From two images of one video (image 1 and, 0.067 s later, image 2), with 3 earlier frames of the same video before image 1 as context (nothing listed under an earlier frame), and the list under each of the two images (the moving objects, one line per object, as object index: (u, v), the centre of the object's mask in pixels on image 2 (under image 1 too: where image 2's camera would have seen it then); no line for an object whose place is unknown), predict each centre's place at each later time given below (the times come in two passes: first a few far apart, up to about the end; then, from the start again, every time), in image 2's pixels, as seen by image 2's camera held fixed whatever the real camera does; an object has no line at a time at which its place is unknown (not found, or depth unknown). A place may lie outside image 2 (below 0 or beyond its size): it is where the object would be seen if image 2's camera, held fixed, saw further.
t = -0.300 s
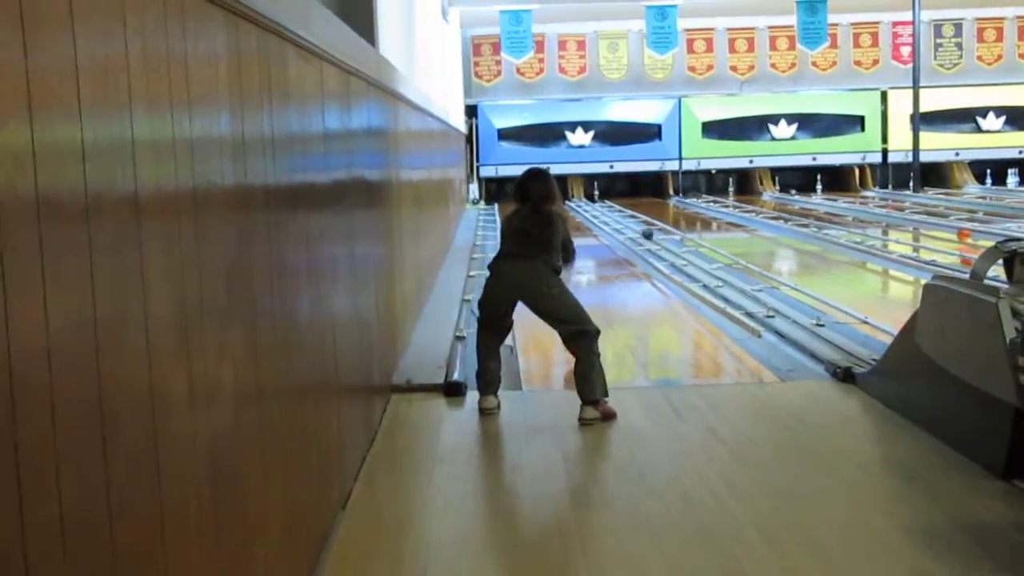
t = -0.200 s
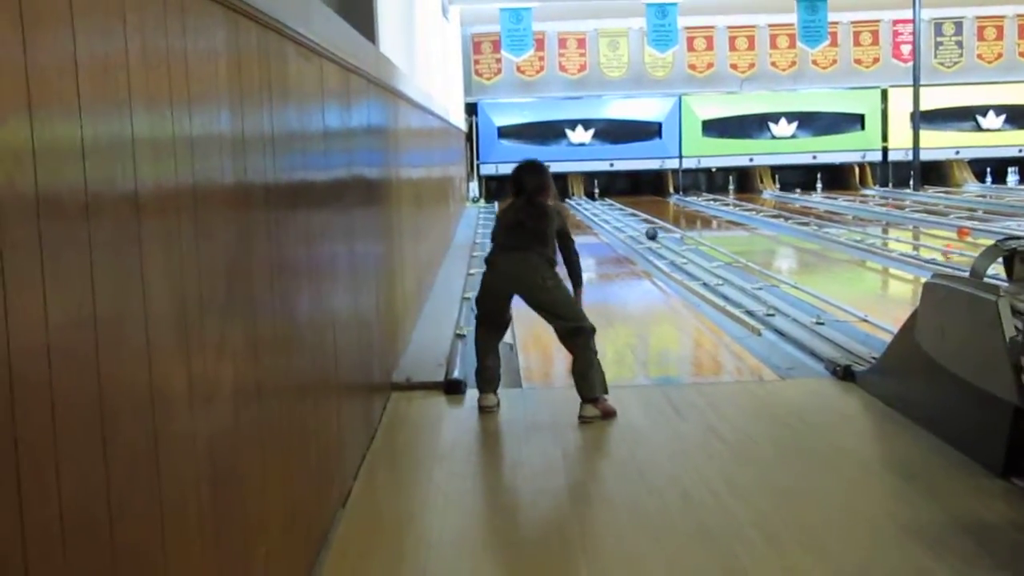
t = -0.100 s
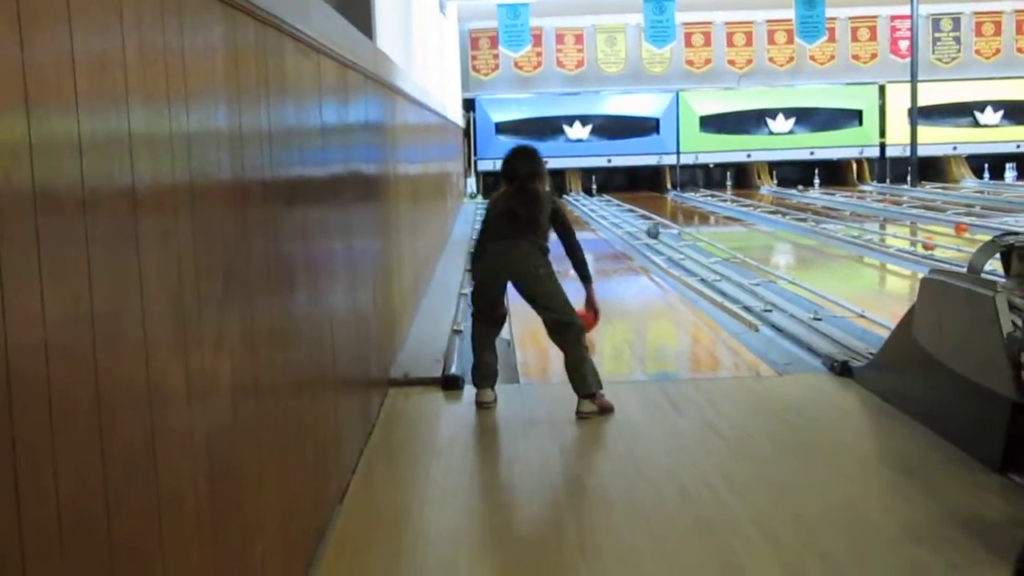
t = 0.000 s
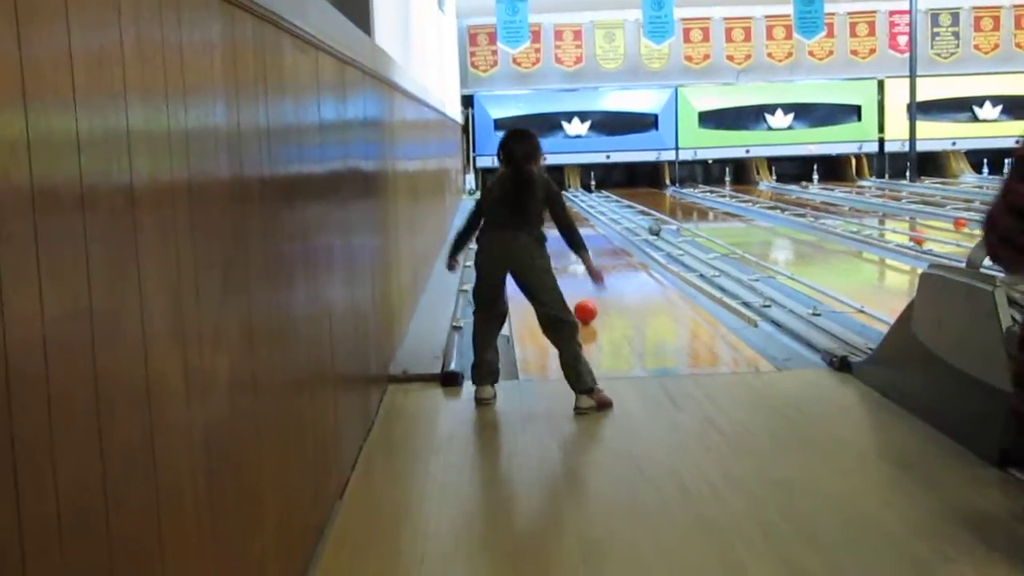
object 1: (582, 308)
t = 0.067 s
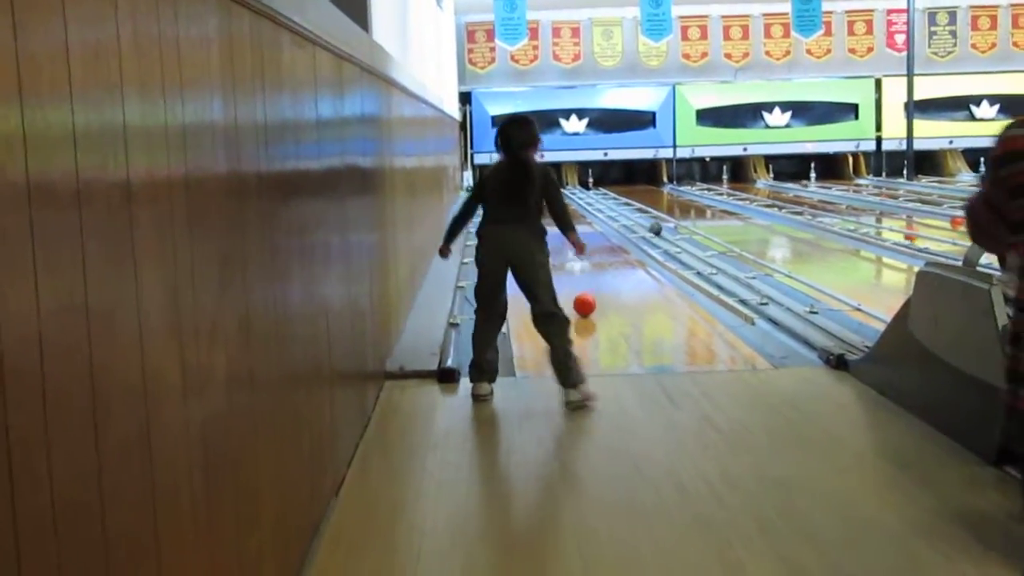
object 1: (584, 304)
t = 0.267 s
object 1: (590, 293)
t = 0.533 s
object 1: (597, 279)
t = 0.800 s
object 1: (603, 267)
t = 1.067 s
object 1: (608, 257)
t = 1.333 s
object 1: (611, 251)
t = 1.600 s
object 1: (615, 243)
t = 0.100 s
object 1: (585, 303)
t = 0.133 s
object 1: (586, 301)
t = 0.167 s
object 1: (587, 299)
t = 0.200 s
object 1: (588, 297)
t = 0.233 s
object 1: (589, 295)
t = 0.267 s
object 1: (590, 293)
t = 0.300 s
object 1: (591, 291)
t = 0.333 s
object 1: (592, 289)
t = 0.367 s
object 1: (593, 287)
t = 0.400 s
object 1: (594, 285)
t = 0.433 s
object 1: (594, 284)
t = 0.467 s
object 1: (595, 283)
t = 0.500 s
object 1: (596, 281)
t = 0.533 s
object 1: (597, 279)
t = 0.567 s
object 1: (598, 278)
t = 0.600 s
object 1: (598, 277)
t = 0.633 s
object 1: (599, 275)
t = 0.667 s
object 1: (600, 272)
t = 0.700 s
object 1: (601, 271)
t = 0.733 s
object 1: (601, 271)
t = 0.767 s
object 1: (602, 269)
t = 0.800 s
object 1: (603, 267)
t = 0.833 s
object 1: (603, 266)
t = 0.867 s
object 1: (604, 265)
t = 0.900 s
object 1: (605, 263)
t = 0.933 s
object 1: (605, 262)
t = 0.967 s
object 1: (606, 261)
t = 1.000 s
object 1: (606, 260)
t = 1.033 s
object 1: (607, 258)
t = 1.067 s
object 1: (608, 257)
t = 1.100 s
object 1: (608, 257)
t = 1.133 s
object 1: (608, 255)
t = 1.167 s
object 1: (609, 254)
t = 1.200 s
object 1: (609, 254)
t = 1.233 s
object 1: (610, 253)
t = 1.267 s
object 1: (610, 253)
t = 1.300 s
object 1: (611, 251)
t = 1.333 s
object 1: (611, 251)
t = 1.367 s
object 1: (612, 249)
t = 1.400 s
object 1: (613, 248)
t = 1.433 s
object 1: (613, 247)
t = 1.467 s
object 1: (613, 247)
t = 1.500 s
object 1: (614, 246)
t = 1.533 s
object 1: (615, 245)
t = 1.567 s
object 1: (615, 244)
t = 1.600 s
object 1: (615, 243)
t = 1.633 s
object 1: (616, 242)
